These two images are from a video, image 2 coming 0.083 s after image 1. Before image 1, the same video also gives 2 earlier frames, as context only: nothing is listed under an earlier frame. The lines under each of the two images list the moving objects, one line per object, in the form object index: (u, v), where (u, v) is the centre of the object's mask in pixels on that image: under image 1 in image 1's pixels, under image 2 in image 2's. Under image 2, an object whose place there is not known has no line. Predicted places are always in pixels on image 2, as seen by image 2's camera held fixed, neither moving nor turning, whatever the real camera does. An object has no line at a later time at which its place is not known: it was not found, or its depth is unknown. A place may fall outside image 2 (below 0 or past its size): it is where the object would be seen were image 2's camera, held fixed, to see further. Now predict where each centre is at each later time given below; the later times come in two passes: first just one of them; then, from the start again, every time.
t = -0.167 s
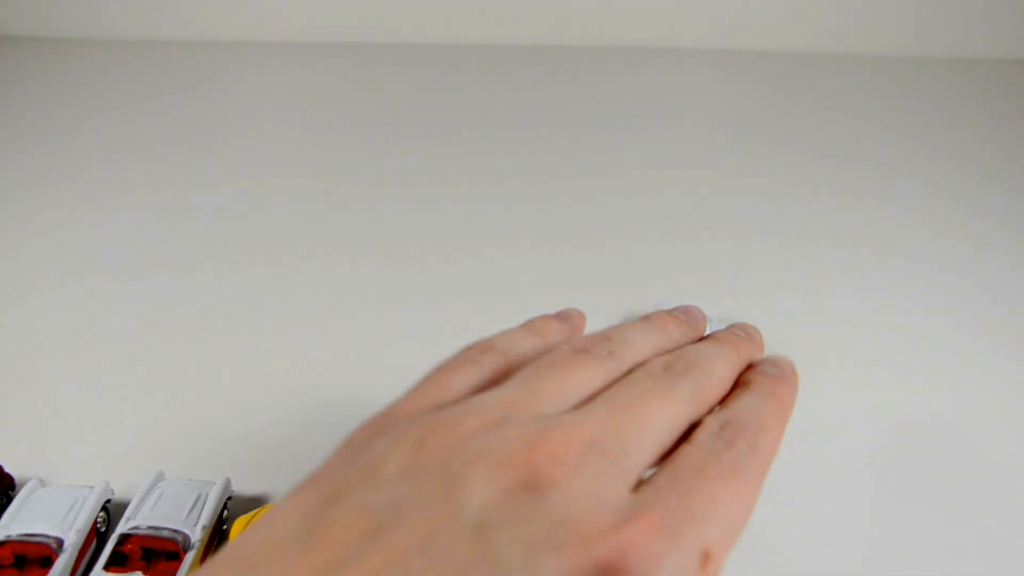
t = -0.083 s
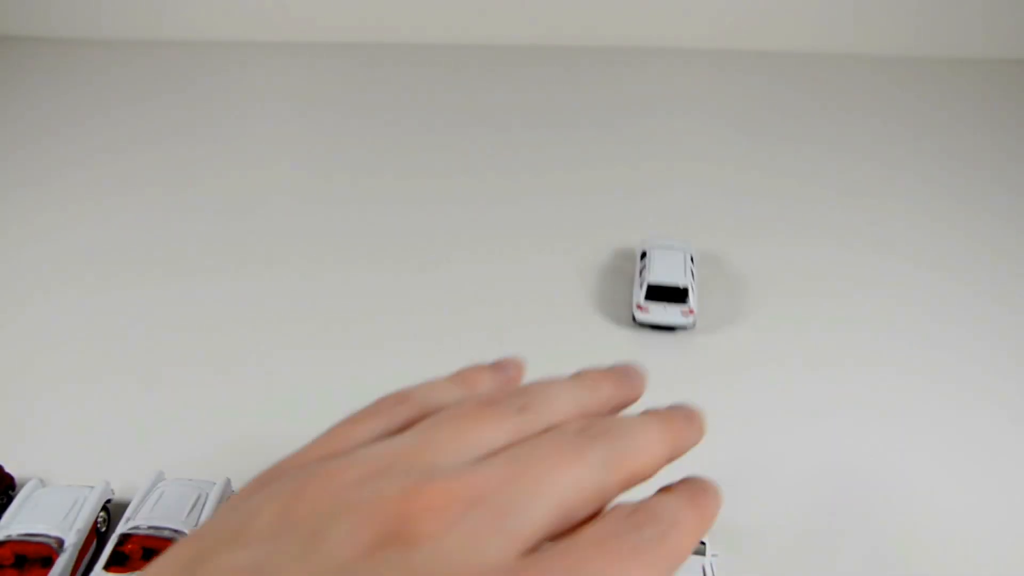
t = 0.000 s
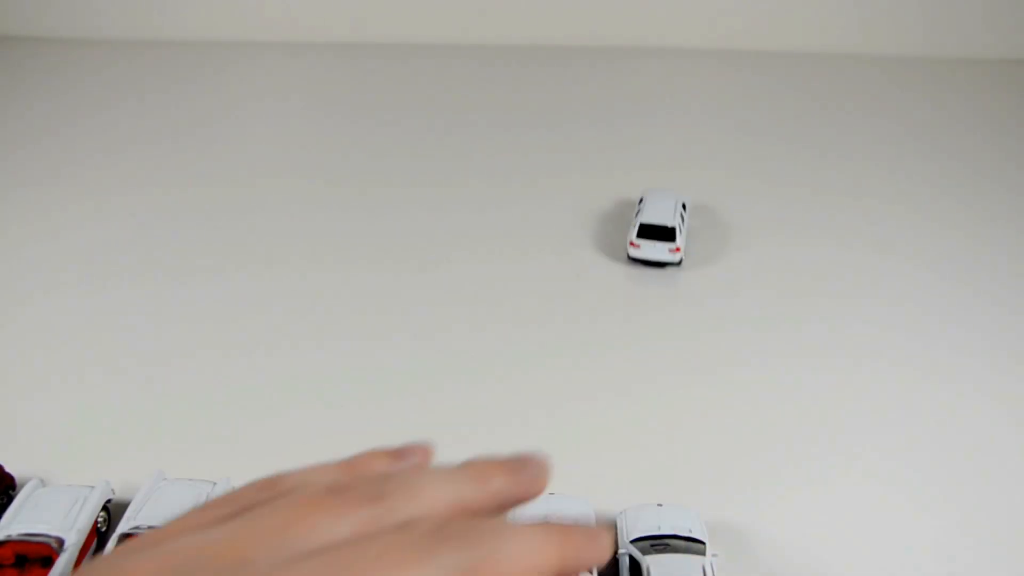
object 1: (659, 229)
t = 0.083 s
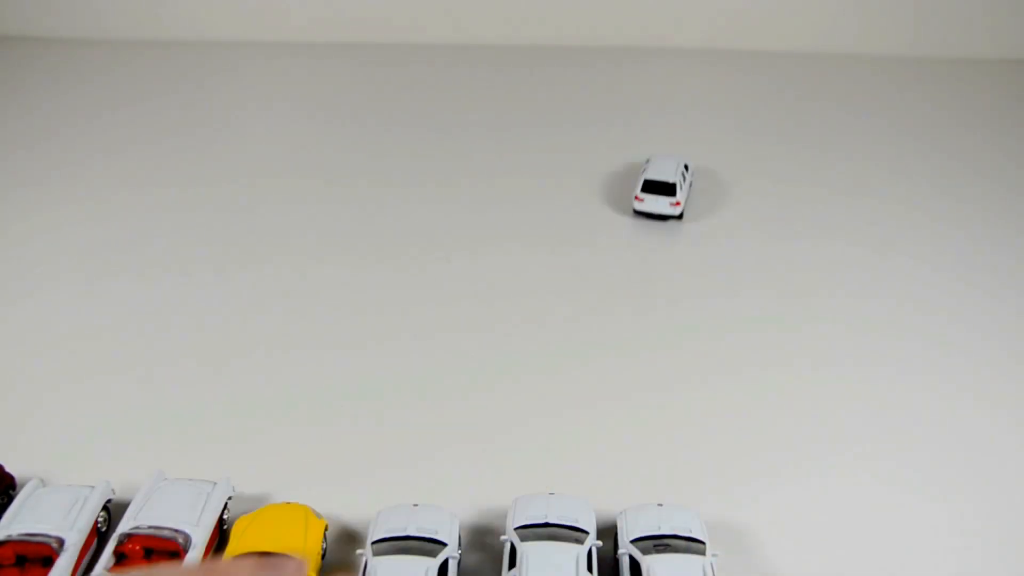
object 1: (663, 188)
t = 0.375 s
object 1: (699, 102)
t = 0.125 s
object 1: (667, 171)
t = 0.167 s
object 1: (672, 157)
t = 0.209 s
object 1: (677, 143)
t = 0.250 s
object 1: (682, 130)
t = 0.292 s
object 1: (688, 120)
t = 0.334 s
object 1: (694, 111)
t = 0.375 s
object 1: (699, 102)
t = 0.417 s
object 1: (703, 94)
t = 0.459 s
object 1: (708, 86)
